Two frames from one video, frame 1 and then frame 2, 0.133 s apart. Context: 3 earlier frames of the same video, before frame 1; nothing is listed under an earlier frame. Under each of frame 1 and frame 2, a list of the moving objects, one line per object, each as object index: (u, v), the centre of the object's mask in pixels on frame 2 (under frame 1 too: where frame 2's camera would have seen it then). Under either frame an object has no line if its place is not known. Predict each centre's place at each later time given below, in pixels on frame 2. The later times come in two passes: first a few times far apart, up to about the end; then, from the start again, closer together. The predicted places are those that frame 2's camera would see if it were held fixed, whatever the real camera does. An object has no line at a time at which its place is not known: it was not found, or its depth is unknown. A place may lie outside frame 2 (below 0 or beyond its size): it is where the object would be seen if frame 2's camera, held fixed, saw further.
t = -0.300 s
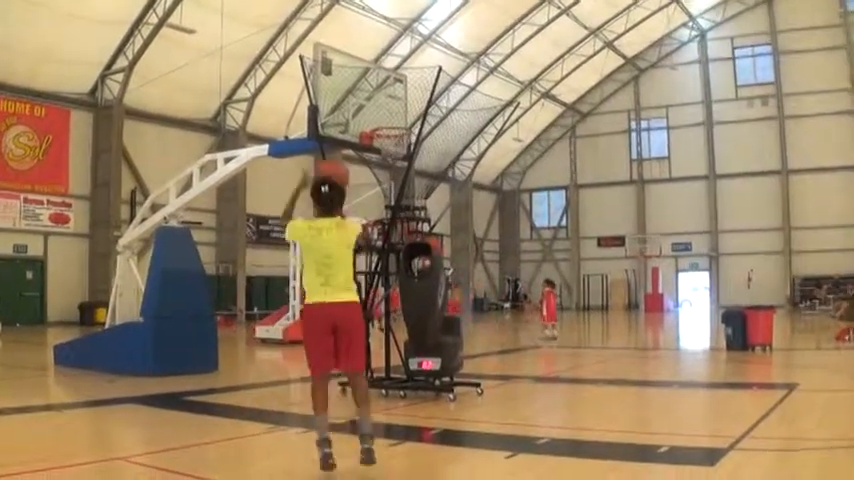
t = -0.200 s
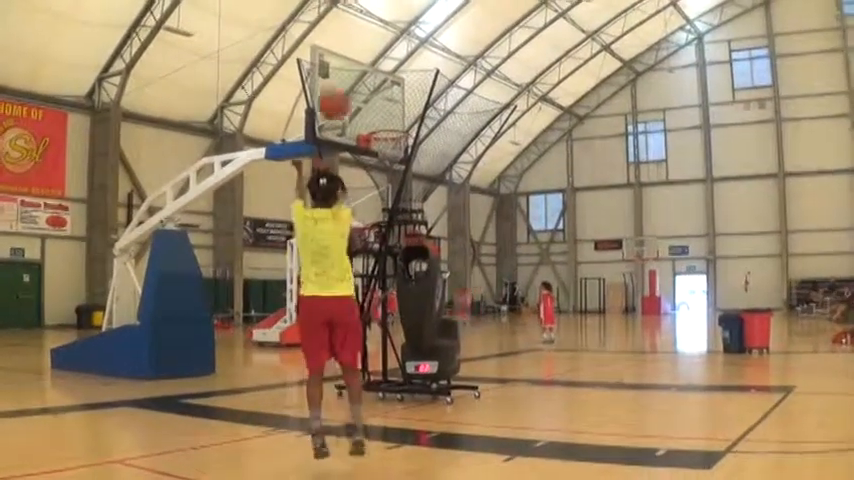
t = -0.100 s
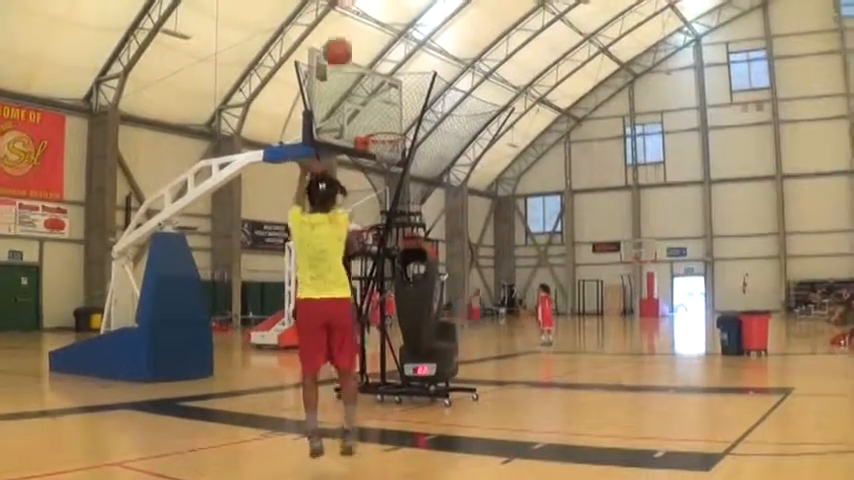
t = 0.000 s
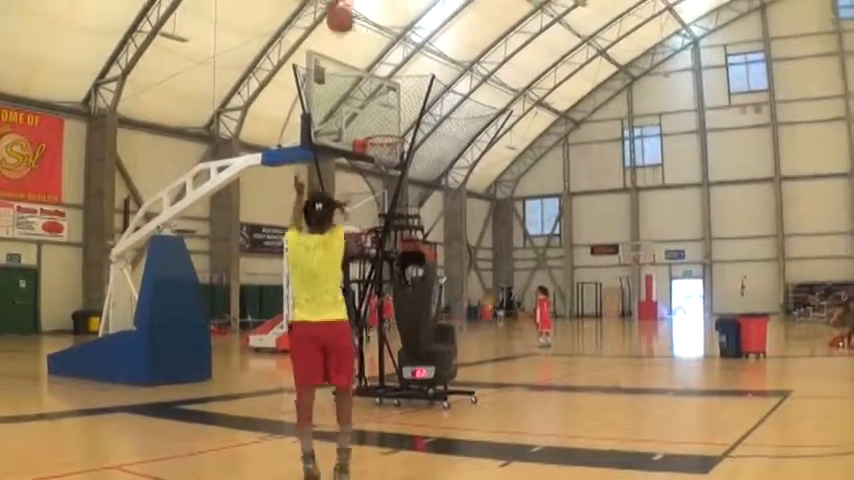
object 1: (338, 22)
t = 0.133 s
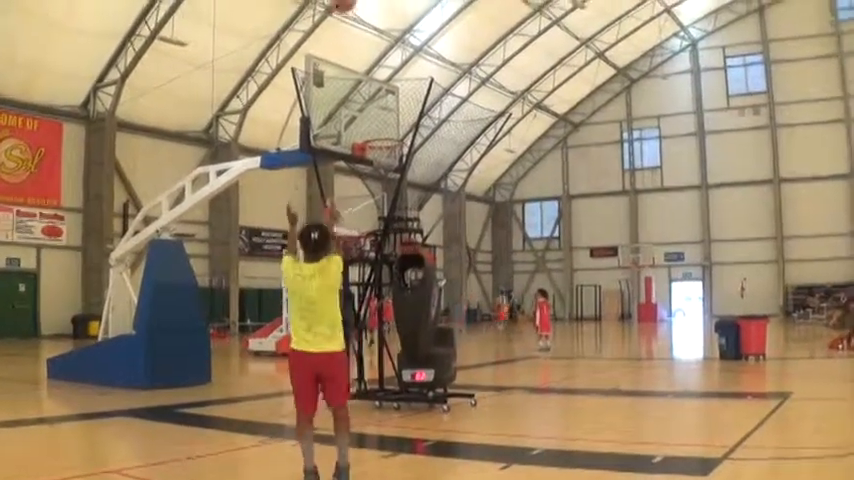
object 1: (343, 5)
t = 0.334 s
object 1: (349, 2)
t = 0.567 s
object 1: (355, 40)
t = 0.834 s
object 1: (362, 131)
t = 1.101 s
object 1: (428, 113)
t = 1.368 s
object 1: (487, 128)
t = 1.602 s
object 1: (458, 118)
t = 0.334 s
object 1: (349, 2)
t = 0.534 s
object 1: (354, 30)
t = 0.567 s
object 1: (355, 40)
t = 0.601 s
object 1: (356, 49)
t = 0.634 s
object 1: (357, 59)
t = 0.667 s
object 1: (358, 68)
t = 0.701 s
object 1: (359, 82)
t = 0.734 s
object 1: (360, 92)
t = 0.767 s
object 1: (359, 105)
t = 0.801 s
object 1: (360, 118)
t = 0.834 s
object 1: (362, 131)
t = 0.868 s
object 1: (369, 133)
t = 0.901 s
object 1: (377, 128)
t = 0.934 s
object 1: (385, 123)
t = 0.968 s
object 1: (393, 119)
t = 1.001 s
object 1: (402, 117)
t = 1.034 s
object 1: (410, 114)
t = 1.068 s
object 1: (417, 113)
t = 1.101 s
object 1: (428, 113)
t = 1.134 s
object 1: (437, 114)
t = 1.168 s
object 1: (443, 114)
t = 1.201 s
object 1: (453, 117)
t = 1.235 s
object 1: (460, 120)
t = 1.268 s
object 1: (470, 125)
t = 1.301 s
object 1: (477, 128)
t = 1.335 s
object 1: (484, 129)
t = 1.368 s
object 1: (487, 128)
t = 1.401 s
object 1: (488, 128)
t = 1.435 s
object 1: (487, 125)
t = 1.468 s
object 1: (484, 123)
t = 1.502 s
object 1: (478, 121)
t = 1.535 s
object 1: (471, 119)
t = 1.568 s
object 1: (464, 118)
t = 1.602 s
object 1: (458, 118)
